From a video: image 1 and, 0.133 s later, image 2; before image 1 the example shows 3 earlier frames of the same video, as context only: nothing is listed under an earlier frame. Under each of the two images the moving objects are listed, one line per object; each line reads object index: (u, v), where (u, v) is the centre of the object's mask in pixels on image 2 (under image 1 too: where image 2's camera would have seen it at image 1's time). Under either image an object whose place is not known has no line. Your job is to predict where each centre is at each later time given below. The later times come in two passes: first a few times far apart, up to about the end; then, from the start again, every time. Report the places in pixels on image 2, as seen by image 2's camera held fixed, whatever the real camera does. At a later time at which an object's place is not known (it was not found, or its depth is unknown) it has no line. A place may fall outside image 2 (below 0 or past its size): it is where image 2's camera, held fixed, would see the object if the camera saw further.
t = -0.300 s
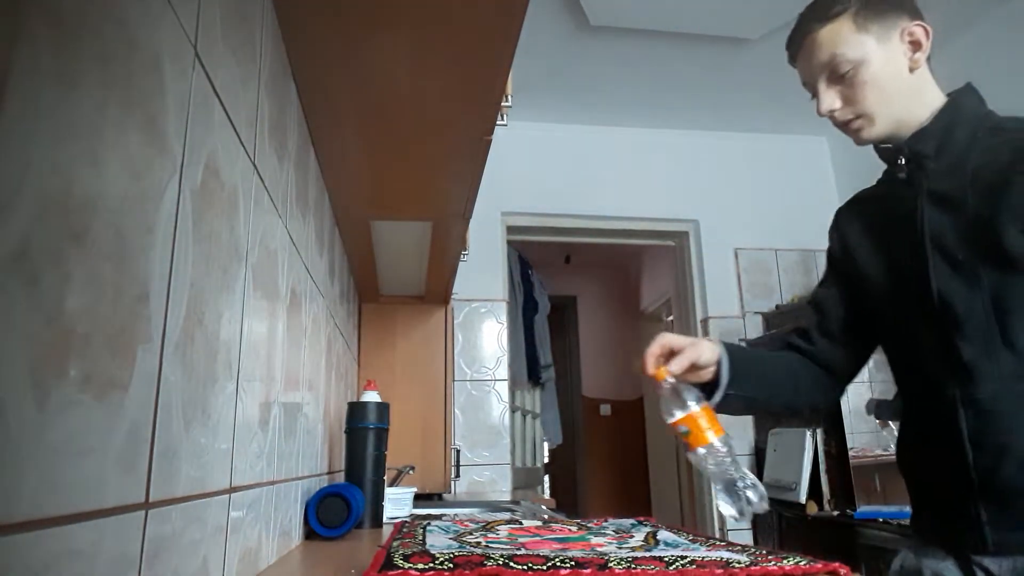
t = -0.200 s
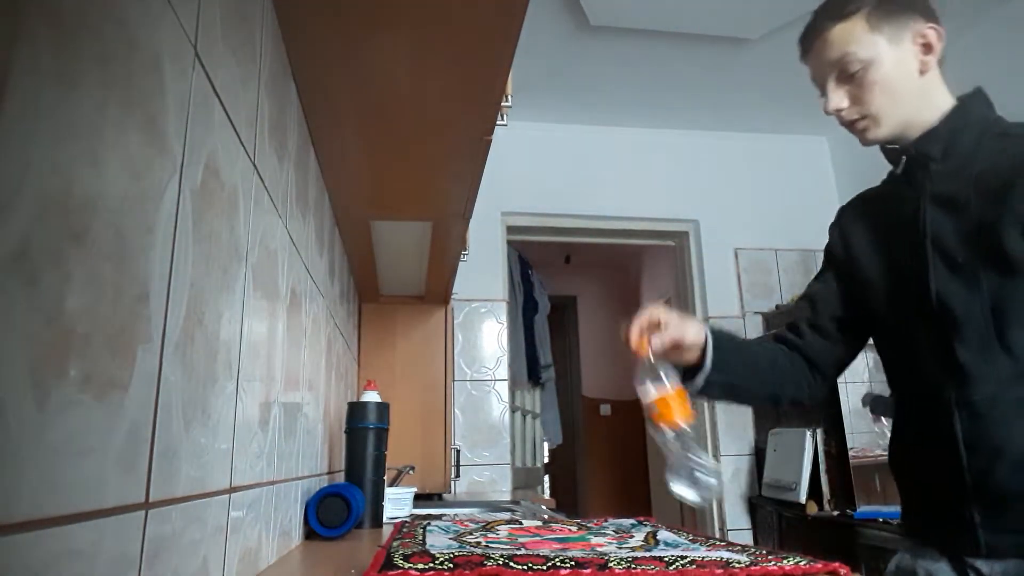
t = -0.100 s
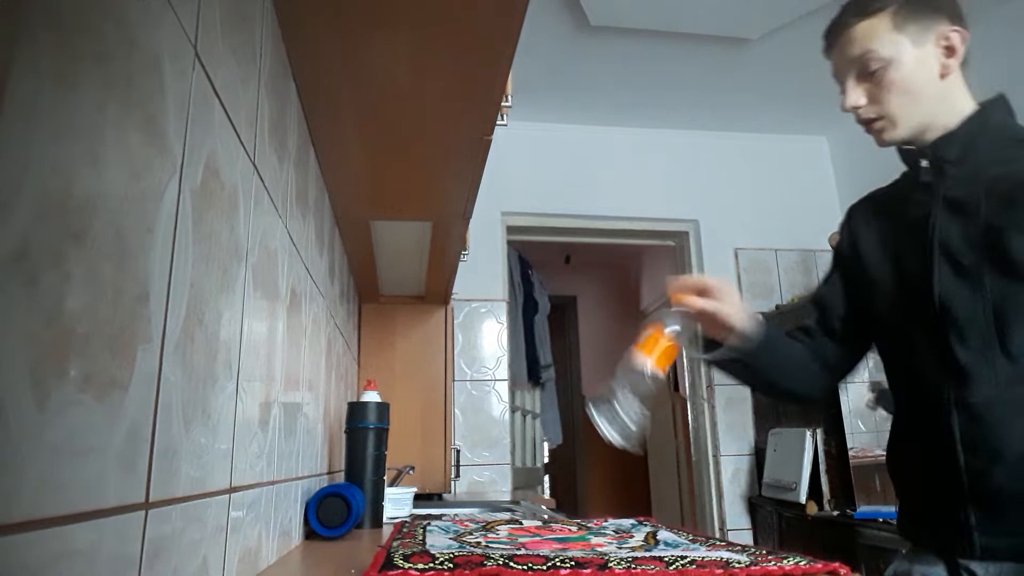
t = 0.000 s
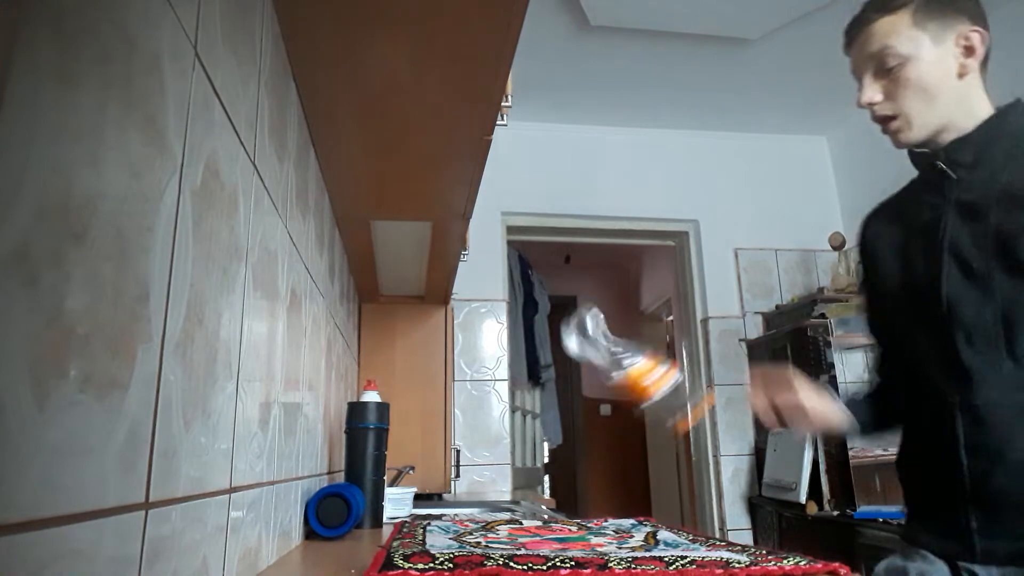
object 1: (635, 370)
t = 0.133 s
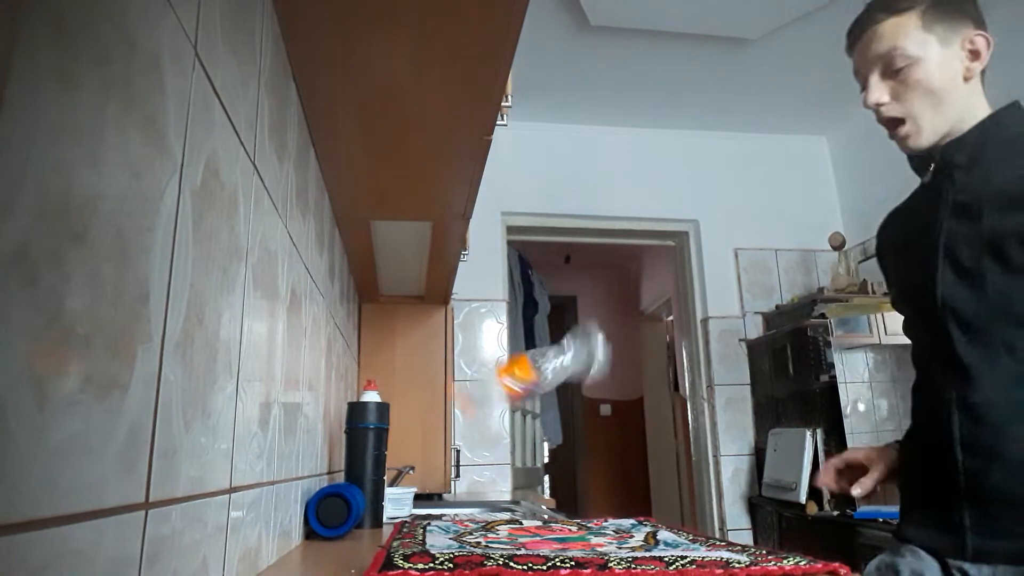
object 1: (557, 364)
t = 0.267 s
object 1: (534, 469)
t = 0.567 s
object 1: (479, 518)
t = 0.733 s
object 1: (478, 518)
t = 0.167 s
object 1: (537, 380)
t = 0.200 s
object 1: (540, 401)
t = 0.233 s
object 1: (543, 436)
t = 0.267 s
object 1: (534, 469)
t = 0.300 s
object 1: (521, 473)
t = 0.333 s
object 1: (514, 480)
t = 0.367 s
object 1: (504, 489)
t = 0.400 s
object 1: (495, 504)
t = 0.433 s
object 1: (484, 518)
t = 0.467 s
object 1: (481, 517)
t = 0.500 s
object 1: (479, 518)
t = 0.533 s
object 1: (479, 518)
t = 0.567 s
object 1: (479, 518)
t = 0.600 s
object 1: (479, 518)
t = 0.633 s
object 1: (478, 518)
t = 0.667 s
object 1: (478, 518)
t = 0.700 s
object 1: (478, 518)
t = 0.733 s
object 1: (478, 518)
